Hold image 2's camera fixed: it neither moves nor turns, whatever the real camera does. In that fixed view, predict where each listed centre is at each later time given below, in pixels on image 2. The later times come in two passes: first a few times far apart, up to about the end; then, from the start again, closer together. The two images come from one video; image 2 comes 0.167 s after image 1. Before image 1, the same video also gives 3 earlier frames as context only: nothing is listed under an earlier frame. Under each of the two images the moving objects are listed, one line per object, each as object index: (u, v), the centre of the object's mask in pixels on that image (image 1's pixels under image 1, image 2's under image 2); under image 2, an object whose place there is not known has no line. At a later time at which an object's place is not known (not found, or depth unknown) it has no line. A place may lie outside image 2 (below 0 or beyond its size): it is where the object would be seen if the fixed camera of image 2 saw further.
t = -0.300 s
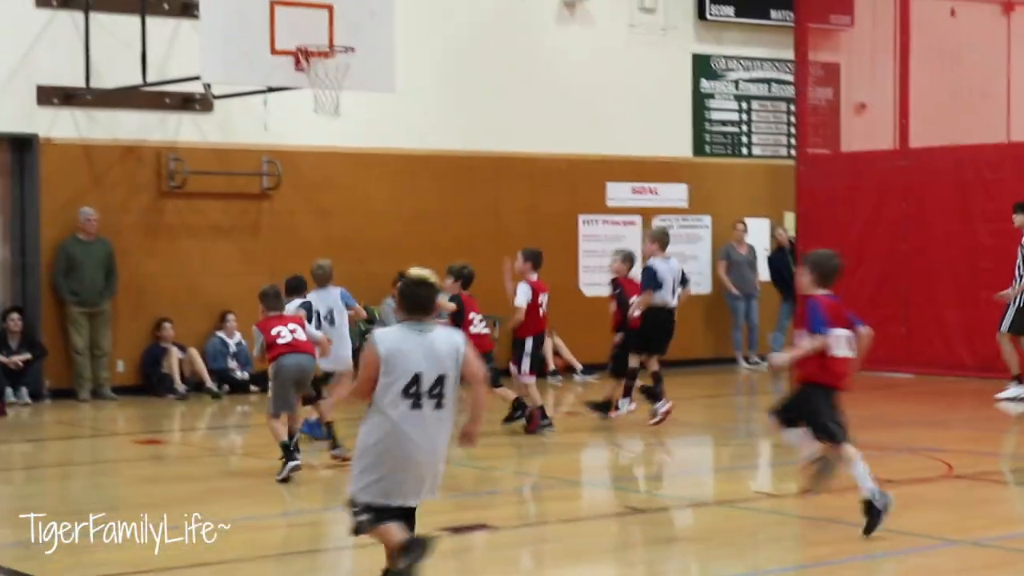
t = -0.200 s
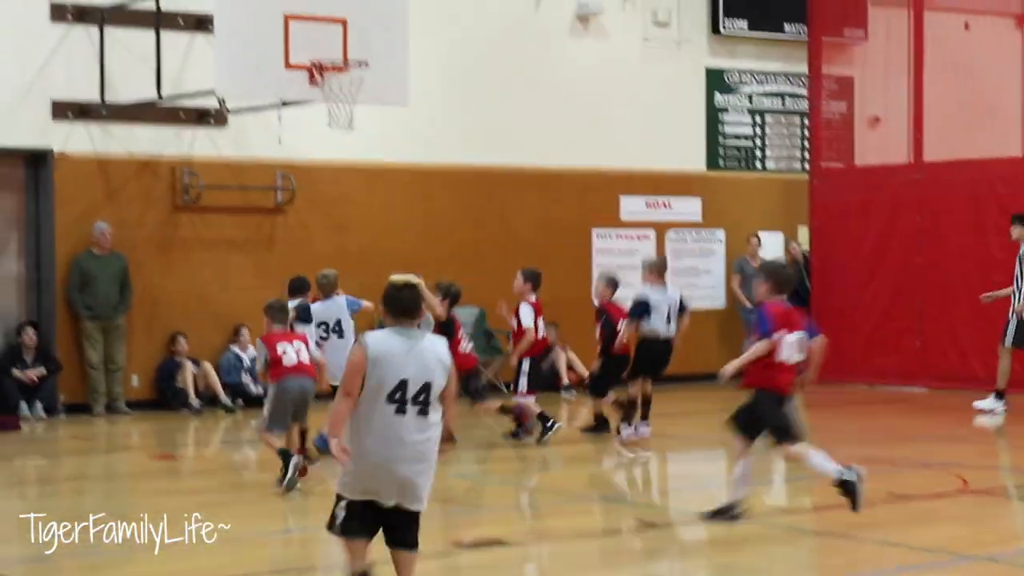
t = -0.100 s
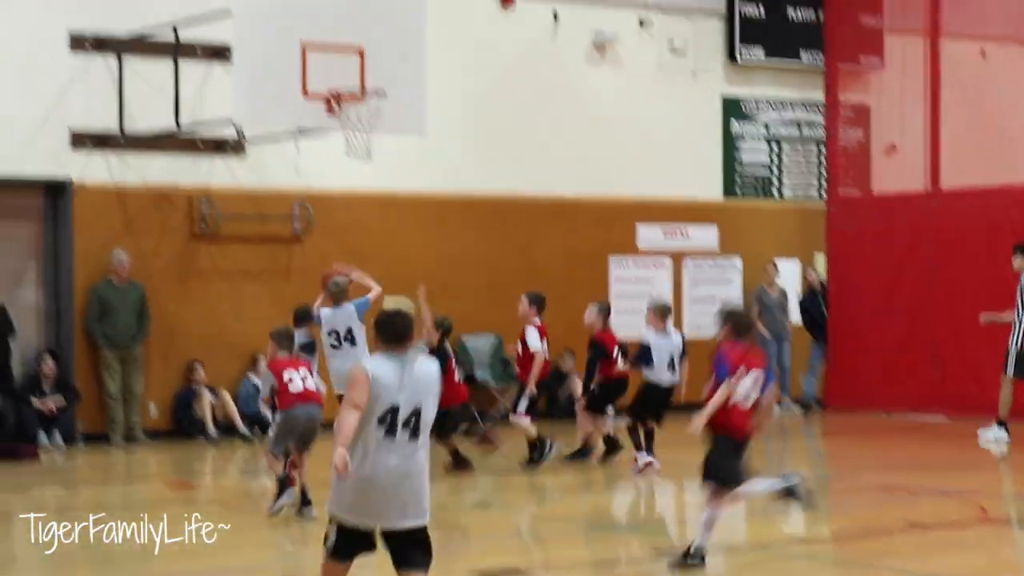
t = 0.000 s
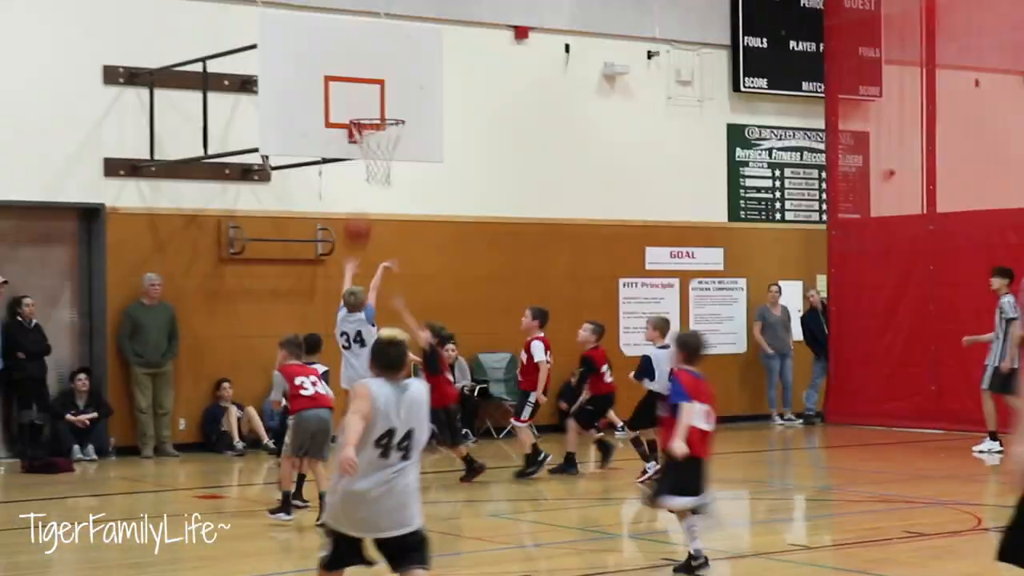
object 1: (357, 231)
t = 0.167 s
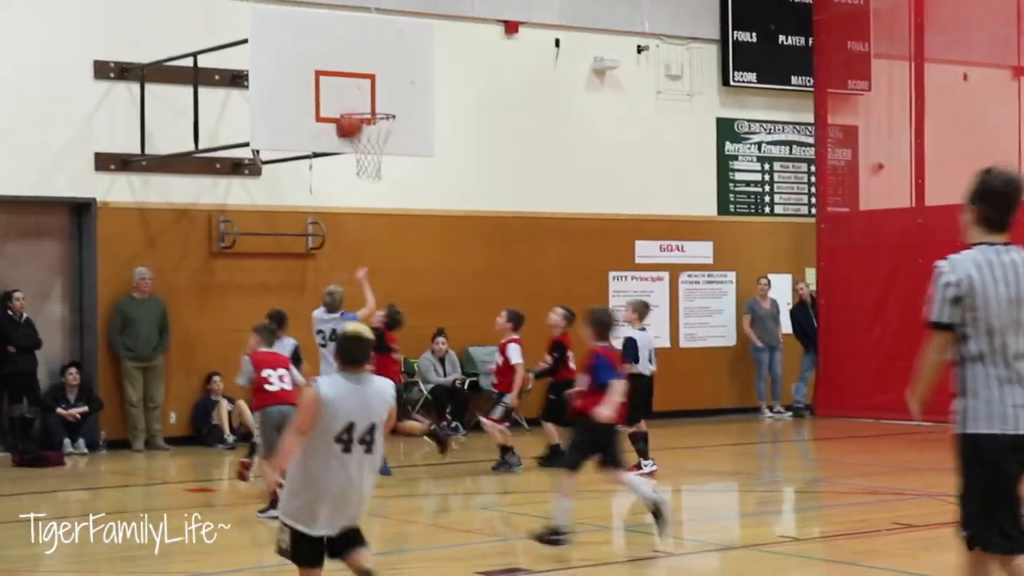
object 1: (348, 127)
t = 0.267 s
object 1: (350, 86)
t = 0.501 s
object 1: (353, 39)
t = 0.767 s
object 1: (363, 58)
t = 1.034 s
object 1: (390, 84)
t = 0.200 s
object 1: (349, 111)
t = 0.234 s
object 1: (349, 97)
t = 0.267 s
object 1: (350, 86)
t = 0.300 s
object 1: (350, 75)
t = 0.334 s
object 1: (351, 65)
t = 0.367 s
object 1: (351, 57)
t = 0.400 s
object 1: (351, 51)
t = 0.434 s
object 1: (352, 46)
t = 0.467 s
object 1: (352, 42)
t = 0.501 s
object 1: (353, 39)
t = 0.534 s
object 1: (353, 38)
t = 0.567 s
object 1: (354, 38)
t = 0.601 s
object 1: (354, 39)
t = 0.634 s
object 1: (355, 41)
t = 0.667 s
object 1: (355, 45)
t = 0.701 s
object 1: (355, 49)
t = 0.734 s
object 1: (358, 54)
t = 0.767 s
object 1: (363, 58)
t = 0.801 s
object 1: (368, 64)
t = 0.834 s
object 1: (374, 71)
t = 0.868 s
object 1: (379, 79)
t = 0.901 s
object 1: (385, 89)
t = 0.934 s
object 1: (389, 100)
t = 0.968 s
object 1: (391, 99)
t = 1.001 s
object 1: (391, 91)
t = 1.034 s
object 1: (390, 84)
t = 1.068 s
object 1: (390, 78)
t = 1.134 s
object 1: (390, 70)
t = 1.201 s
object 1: (390, 67)
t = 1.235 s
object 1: (389, 67)
